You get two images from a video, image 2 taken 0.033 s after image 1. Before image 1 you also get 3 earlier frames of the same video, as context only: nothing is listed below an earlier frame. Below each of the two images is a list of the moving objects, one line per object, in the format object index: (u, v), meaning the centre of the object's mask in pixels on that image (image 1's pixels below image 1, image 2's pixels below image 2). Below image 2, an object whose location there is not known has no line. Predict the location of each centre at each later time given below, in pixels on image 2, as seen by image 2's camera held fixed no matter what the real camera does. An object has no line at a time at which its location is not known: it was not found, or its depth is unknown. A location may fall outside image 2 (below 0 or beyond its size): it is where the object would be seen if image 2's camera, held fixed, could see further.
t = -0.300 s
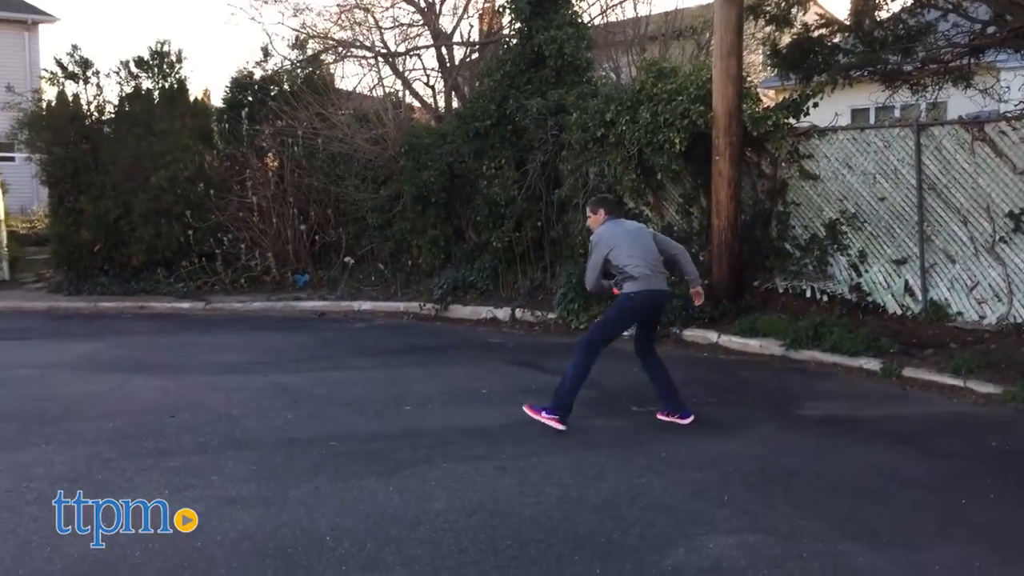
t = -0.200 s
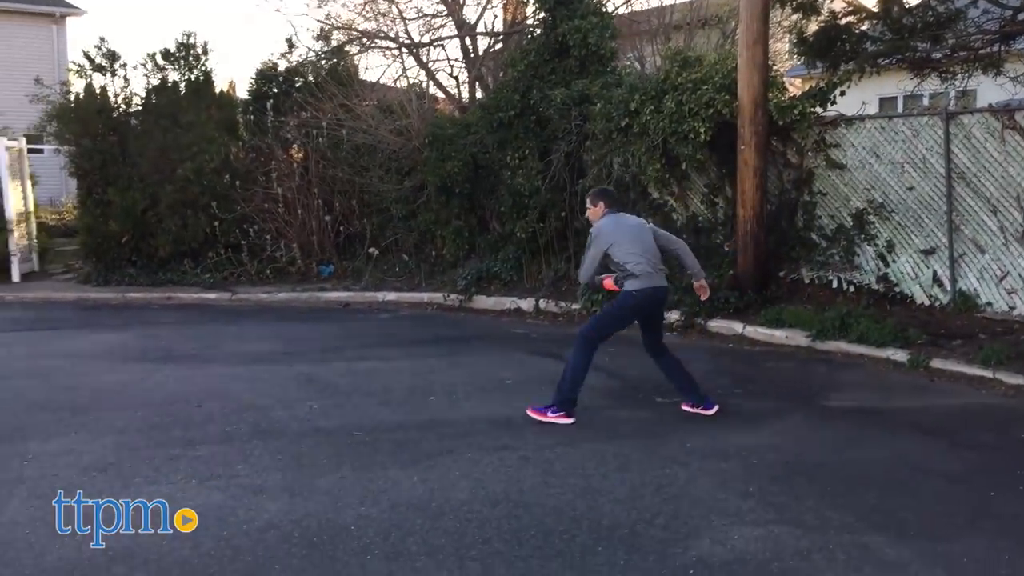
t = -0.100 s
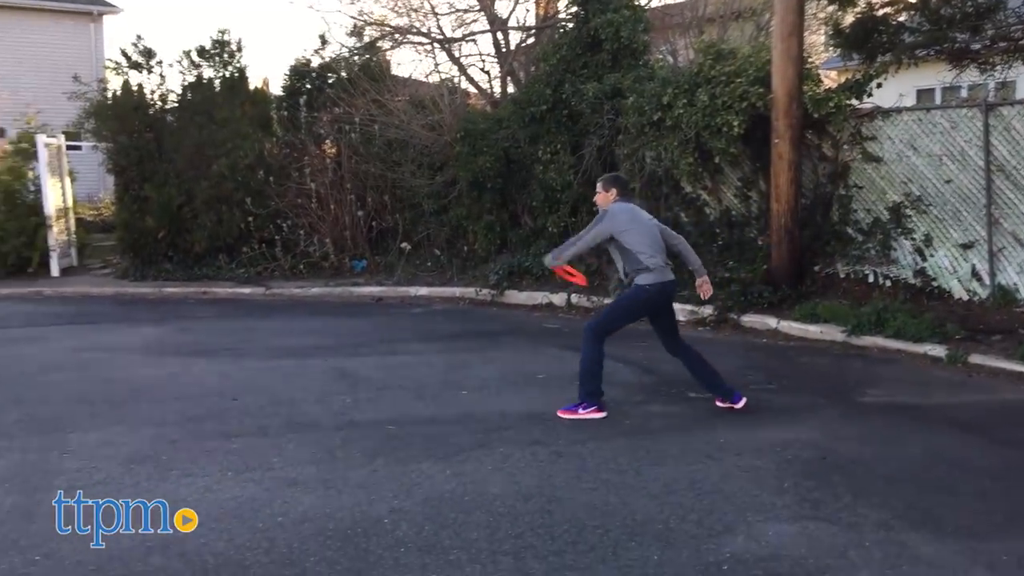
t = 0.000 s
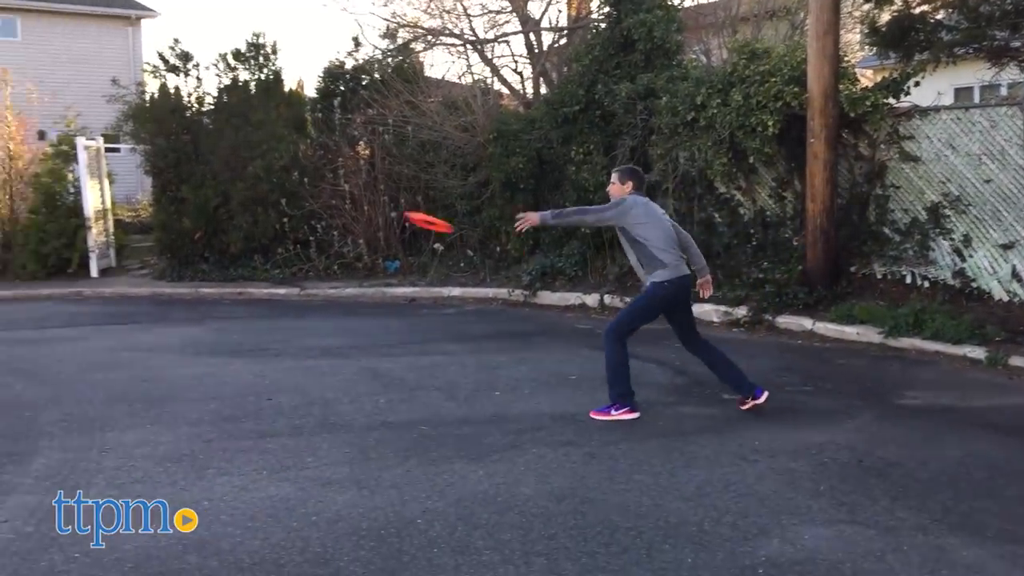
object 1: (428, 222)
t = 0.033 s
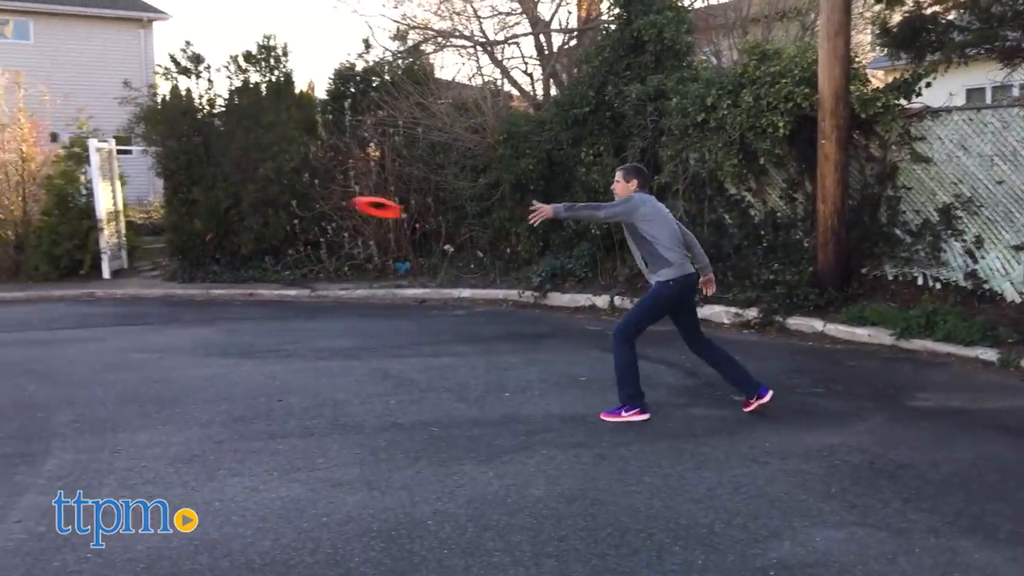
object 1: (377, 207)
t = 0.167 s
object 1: (109, 148)
